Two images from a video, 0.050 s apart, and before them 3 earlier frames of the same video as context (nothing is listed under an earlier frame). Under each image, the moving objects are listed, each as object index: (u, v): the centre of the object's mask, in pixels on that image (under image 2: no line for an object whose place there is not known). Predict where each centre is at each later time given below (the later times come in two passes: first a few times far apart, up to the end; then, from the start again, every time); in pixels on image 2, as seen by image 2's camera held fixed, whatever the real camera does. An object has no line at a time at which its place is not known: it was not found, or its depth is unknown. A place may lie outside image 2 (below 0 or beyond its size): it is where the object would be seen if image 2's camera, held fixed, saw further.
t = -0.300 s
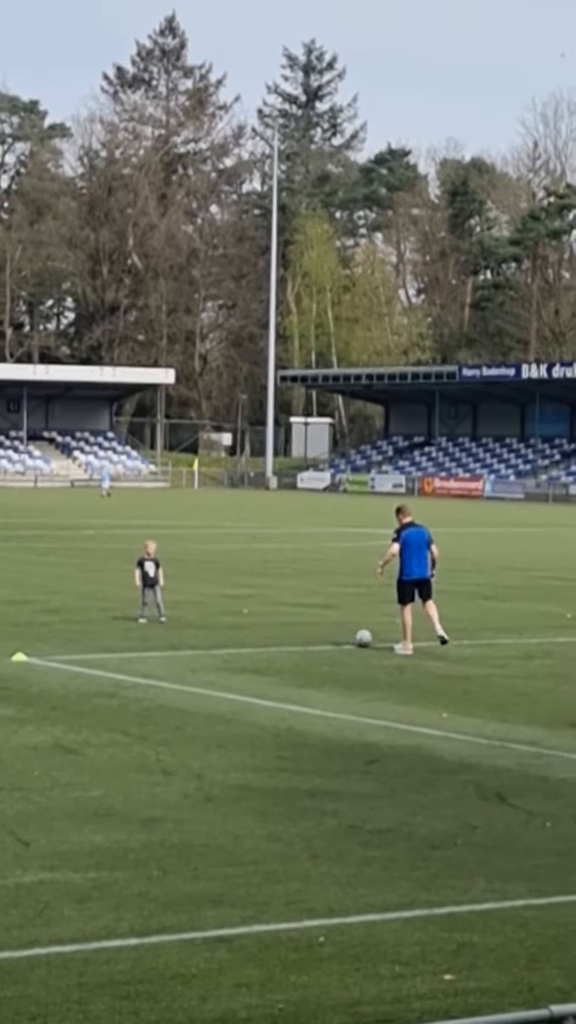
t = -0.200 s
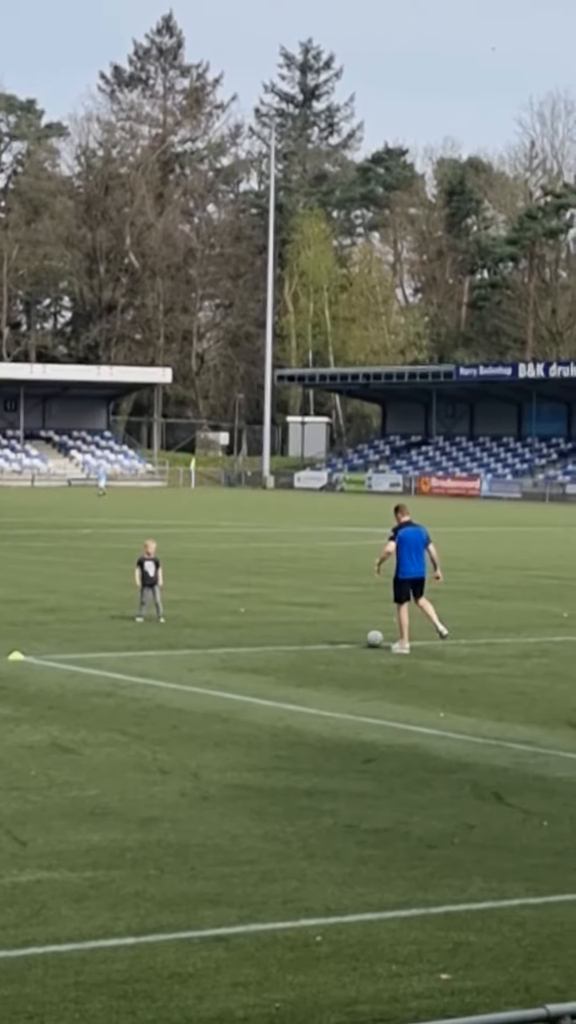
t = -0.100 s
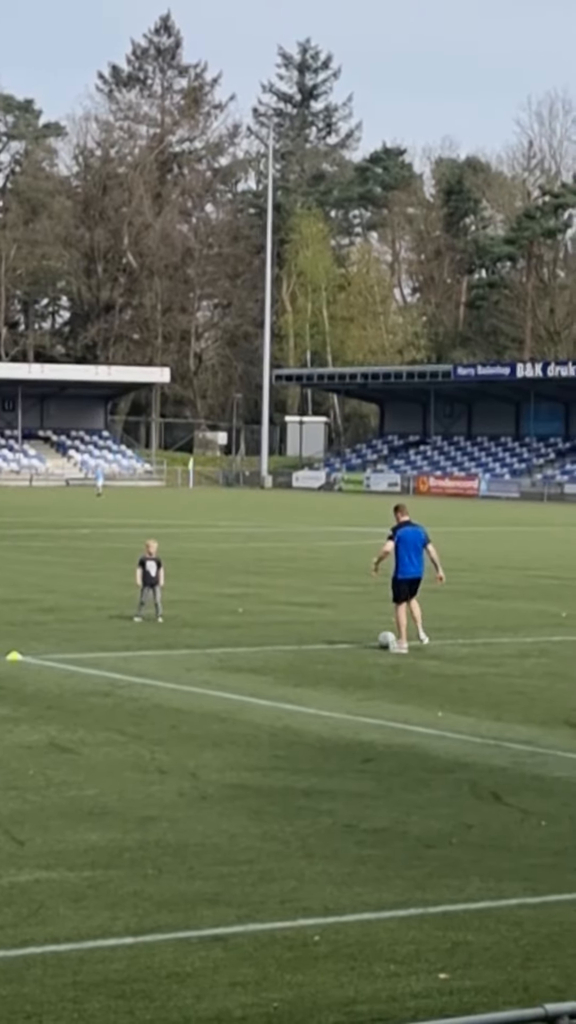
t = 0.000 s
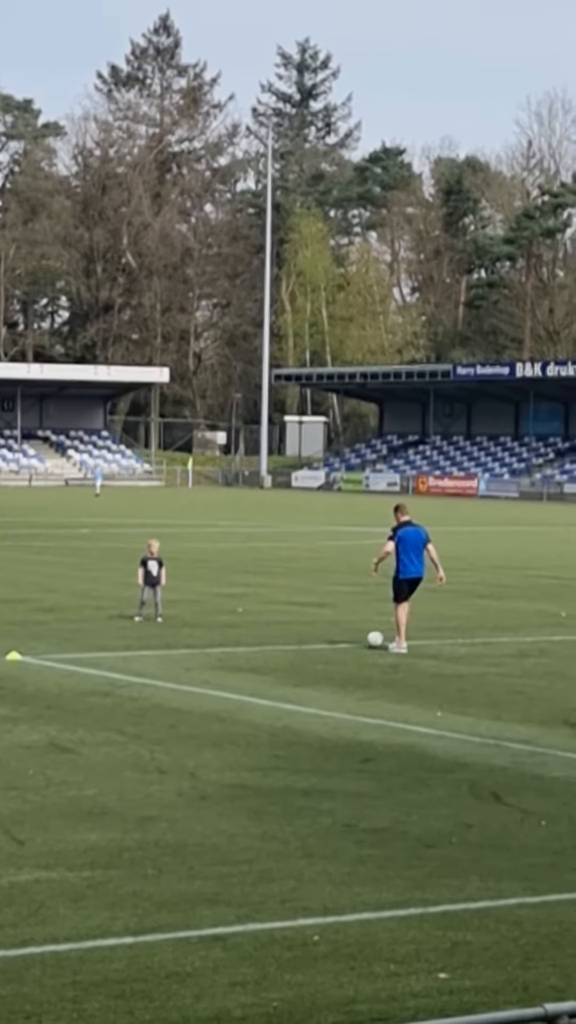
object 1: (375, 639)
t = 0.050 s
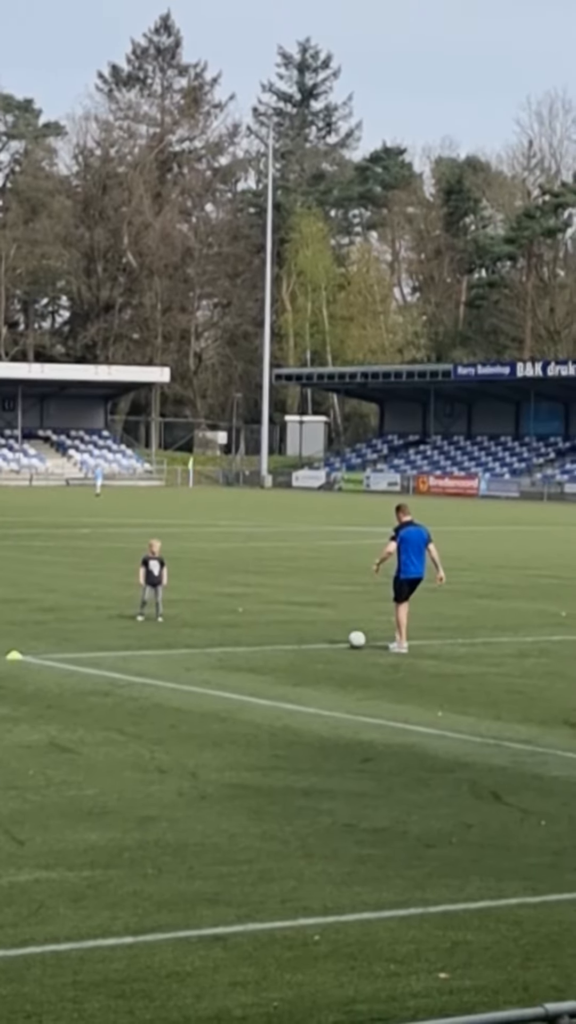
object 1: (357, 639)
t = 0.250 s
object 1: (291, 639)
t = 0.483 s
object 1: (235, 638)
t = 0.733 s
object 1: (180, 638)
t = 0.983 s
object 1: (127, 639)
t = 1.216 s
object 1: (79, 640)
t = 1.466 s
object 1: (29, 640)
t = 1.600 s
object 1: (2, 641)
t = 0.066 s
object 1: (351, 639)
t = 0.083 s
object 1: (345, 640)
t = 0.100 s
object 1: (339, 639)
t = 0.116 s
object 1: (333, 639)
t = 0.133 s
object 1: (328, 639)
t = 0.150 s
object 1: (322, 639)
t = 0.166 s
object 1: (316, 639)
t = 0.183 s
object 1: (311, 639)
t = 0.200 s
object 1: (306, 639)
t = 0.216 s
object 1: (301, 639)
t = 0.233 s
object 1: (296, 639)
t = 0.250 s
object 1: (291, 639)
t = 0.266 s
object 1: (287, 638)
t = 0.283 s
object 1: (283, 638)
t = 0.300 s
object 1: (278, 638)
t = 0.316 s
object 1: (274, 638)
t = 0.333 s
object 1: (269, 638)
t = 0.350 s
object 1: (265, 638)
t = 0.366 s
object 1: (261, 638)
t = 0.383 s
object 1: (257, 638)
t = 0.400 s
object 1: (253, 638)
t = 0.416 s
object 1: (250, 638)
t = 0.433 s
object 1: (246, 638)
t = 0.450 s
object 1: (242, 638)
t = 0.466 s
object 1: (238, 638)
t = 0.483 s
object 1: (235, 638)
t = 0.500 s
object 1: (231, 638)
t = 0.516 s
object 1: (228, 638)
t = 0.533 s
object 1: (224, 638)
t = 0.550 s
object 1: (220, 639)
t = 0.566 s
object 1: (216, 639)
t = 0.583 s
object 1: (213, 639)
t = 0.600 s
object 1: (209, 638)
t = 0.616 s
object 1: (205, 639)
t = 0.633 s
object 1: (202, 639)
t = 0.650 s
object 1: (198, 639)
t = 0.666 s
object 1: (195, 639)
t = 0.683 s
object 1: (191, 639)
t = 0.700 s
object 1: (188, 639)
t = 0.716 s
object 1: (184, 638)
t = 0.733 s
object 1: (180, 638)
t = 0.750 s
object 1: (177, 638)
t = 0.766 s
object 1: (173, 639)
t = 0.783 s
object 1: (170, 639)
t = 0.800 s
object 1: (166, 638)
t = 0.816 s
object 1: (163, 638)
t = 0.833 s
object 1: (159, 638)
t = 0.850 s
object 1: (155, 638)
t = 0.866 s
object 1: (152, 639)
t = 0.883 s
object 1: (148, 639)
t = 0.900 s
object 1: (145, 639)
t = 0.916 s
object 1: (141, 639)
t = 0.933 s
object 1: (138, 639)
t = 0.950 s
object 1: (134, 639)
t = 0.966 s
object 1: (131, 639)
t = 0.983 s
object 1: (127, 639)
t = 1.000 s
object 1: (124, 639)
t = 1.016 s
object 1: (120, 639)
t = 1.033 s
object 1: (117, 639)
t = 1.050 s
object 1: (113, 639)
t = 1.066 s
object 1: (110, 639)
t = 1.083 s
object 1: (106, 639)
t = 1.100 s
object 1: (103, 639)
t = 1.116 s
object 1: (99, 639)
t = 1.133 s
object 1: (96, 640)
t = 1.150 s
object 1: (93, 640)
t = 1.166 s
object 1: (89, 640)
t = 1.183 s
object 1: (86, 639)
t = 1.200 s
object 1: (82, 639)
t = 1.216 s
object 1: (79, 640)
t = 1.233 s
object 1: (75, 640)
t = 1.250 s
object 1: (72, 639)
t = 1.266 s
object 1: (68, 639)
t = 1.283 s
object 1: (65, 639)
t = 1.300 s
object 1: (62, 639)
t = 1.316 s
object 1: (58, 639)
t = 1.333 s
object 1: (55, 639)
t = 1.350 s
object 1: (51, 640)
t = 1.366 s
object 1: (48, 639)
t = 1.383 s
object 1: (45, 640)
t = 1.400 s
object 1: (42, 640)
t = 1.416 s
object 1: (39, 640)
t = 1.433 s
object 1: (35, 640)
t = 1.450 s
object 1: (32, 640)
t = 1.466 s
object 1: (29, 640)
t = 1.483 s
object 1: (25, 640)
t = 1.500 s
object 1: (22, 641)
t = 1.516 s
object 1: (19, 640)
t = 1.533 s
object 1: (15, 640)
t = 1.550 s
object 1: (12, 640)
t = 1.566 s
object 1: (9, 640)
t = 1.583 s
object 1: (5, 640)
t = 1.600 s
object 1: (2, 641)
